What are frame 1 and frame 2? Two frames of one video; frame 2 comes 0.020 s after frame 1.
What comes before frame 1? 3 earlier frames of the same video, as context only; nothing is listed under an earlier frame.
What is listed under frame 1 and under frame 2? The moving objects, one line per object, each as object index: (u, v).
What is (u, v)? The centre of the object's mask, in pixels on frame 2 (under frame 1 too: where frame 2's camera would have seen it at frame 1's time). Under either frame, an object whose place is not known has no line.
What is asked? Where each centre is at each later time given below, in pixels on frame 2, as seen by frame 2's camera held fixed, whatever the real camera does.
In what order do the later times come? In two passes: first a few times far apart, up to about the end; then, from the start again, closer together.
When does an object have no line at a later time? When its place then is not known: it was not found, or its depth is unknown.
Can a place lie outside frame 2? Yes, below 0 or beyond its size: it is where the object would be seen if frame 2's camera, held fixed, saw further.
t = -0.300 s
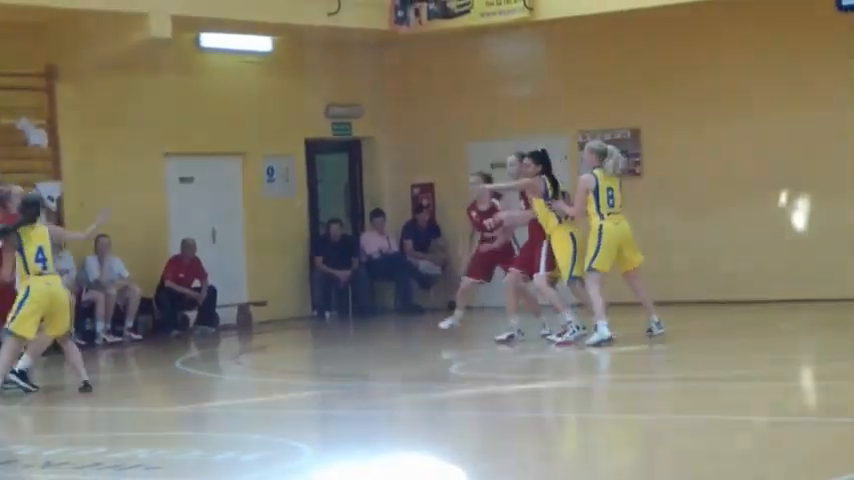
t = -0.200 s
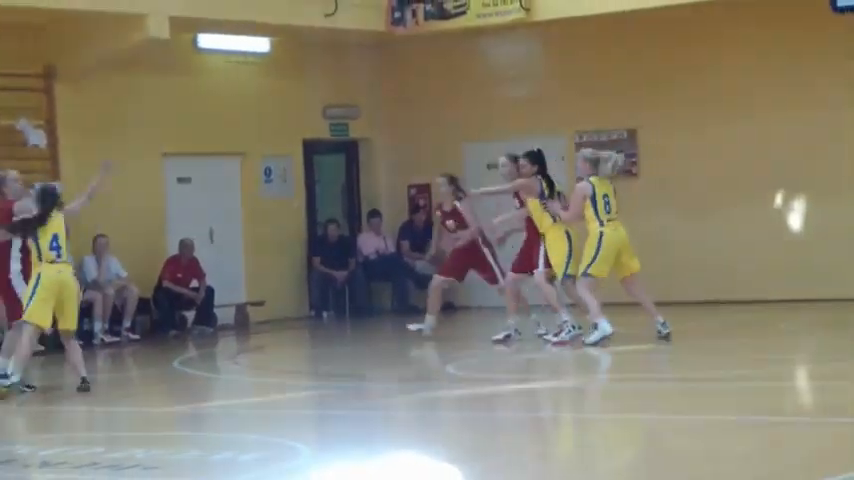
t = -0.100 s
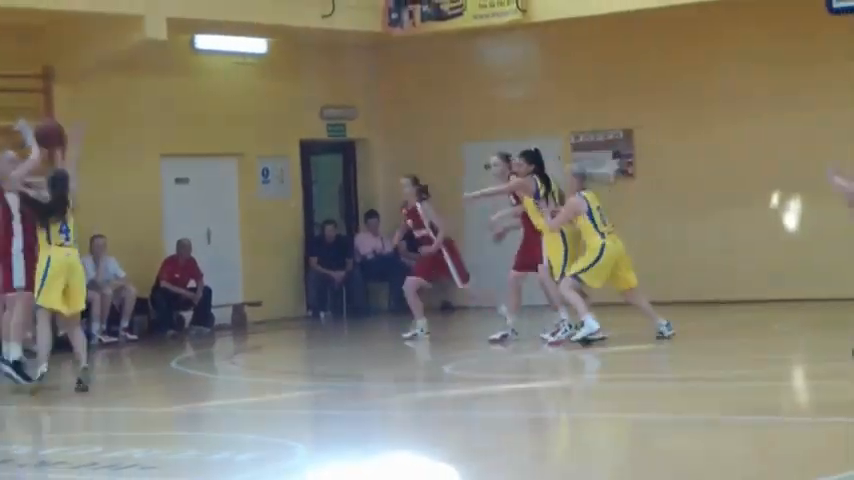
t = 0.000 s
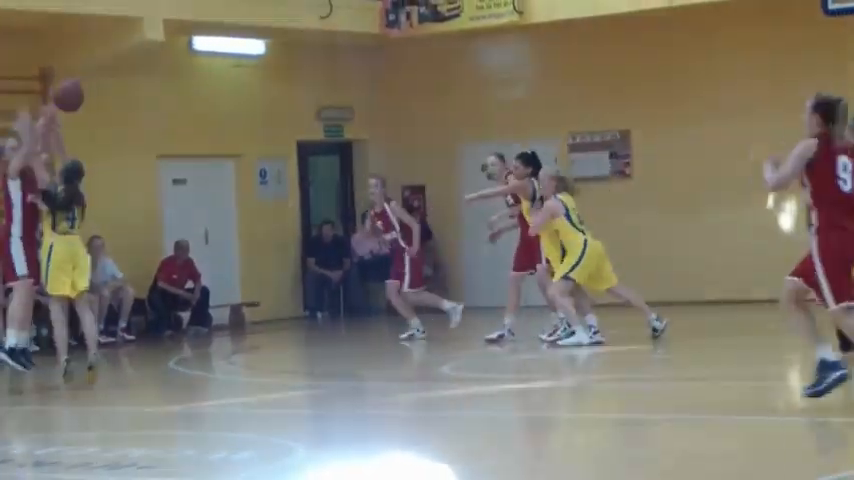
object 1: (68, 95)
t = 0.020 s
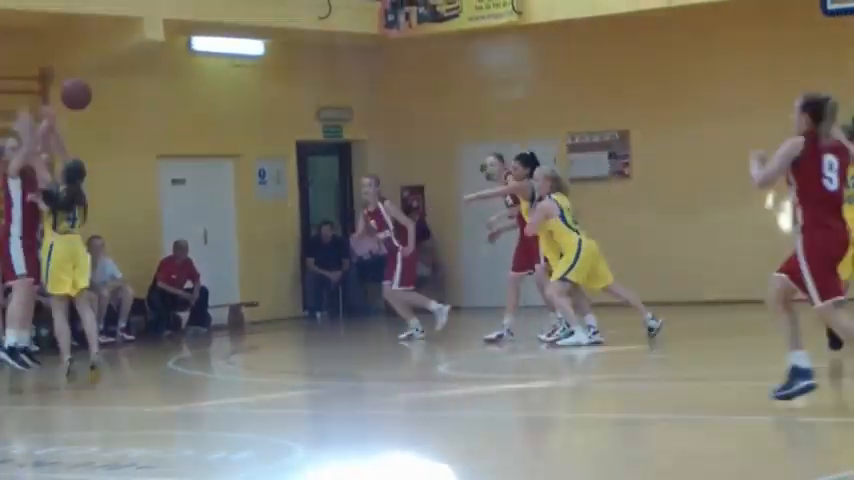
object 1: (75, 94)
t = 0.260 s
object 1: (186, 104)
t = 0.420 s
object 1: (271, 157)
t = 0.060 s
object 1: (93, 91)
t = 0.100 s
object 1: (111, 87)
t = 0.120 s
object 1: (119, 87)
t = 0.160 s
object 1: (138, 89)
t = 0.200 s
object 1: (157, 93)
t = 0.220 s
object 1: (167, 95)
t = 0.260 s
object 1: (186, 104)
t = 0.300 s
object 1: (208, 113)
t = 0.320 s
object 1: (218, 119)
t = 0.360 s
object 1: (239, 133)
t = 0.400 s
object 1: (261, 147)
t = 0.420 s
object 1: (271, 157)
